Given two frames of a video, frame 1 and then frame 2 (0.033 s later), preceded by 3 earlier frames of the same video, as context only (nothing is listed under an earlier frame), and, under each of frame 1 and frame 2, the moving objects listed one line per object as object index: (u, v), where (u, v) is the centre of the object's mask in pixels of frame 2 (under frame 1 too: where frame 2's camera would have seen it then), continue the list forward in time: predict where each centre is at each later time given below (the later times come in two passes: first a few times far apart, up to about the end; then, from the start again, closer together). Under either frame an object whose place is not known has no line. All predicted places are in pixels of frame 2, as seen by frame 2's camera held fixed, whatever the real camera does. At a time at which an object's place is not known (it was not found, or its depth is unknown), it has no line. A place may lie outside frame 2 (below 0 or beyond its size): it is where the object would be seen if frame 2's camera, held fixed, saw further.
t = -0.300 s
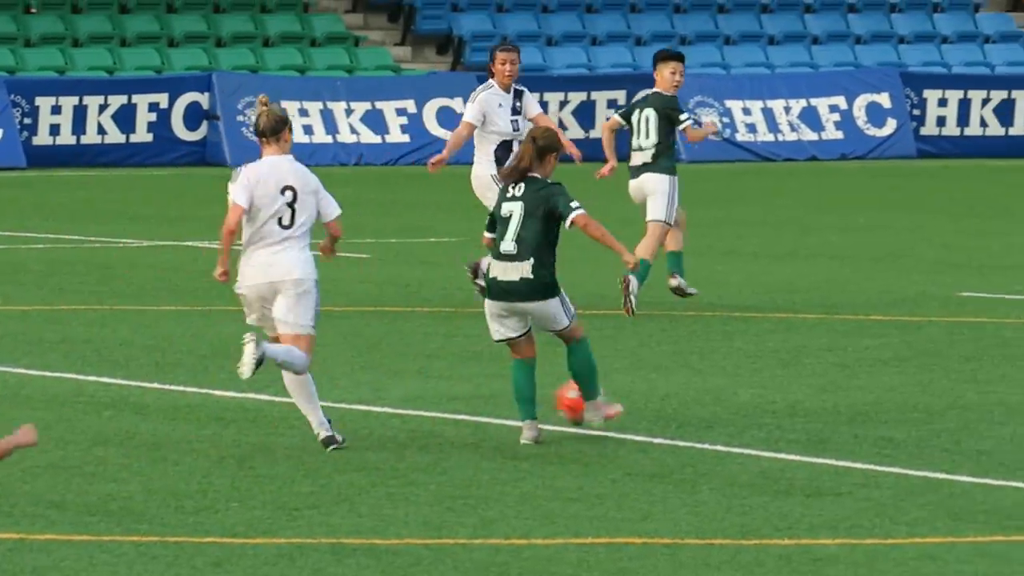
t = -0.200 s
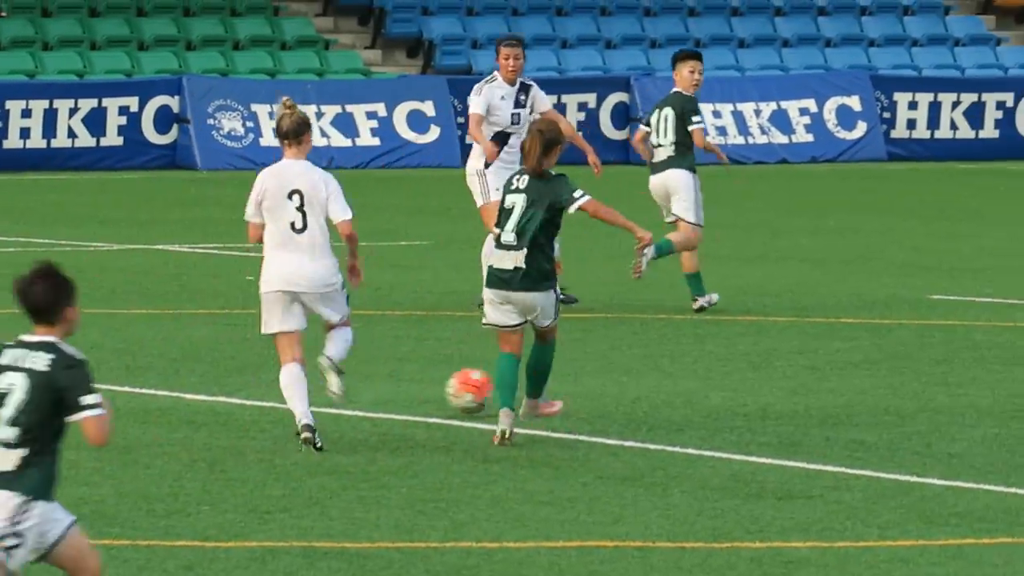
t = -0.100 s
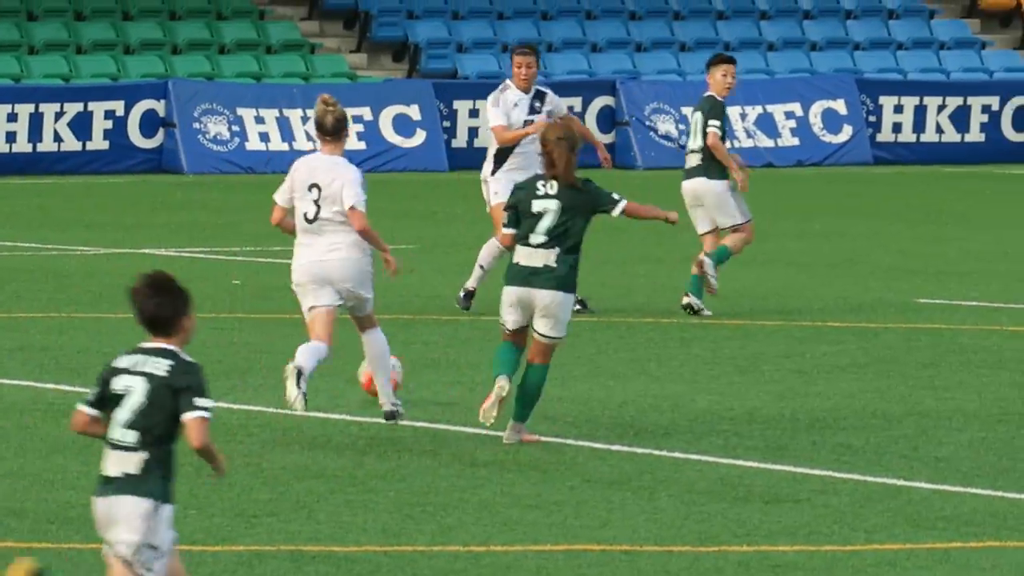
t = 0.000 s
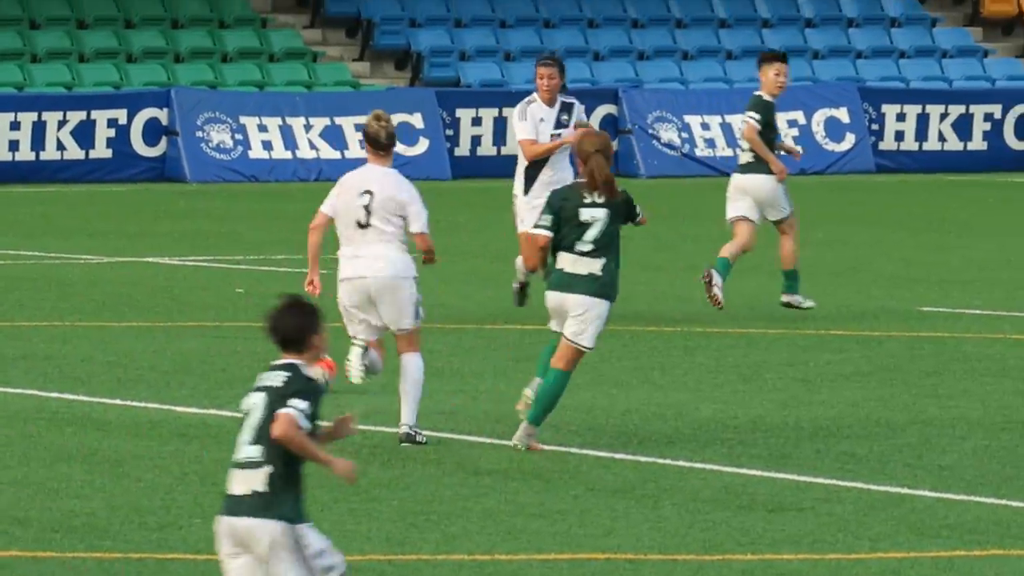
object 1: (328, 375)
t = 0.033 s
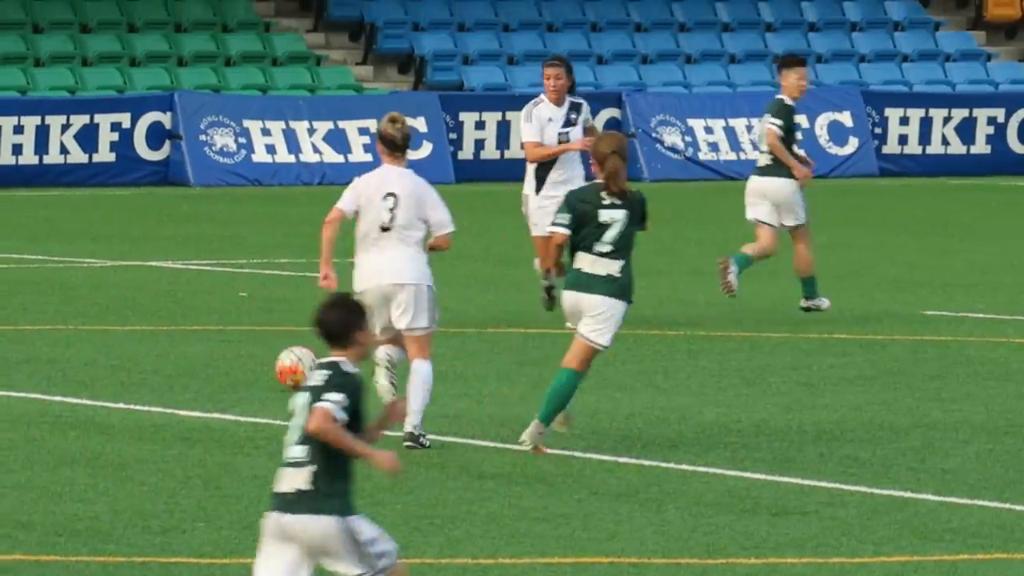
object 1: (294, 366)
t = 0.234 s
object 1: (178, 339)
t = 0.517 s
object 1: (39, 311)
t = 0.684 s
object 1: (-22, 291)
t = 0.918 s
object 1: (-101, 293)
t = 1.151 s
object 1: (-172, 270)
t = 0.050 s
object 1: (286, 363)
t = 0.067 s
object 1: (276, 360)
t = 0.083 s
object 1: (266, 358)
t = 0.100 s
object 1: (256, 356)
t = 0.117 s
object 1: (246, 354)
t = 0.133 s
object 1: (236, 353)
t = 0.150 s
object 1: (226, 353)
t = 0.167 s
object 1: (216, 352)
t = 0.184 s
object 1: (206, 349)
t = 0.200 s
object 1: (196, 345)
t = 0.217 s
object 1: (188, 342)
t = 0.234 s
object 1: (178, 339)
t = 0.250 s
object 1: (170, 336)
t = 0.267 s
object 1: (161, 334)
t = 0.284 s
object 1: (152, 332)
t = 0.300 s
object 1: (143, 332)
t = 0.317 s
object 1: (134, 331)
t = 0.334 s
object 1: (125, 332)
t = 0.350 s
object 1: (115, 333)
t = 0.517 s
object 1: (39, 311)
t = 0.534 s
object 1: (33, 312)
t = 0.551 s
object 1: (26, 312)
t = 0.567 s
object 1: (19, 314)
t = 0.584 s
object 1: (11, 315)
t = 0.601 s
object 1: (6, 311)
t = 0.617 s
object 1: (0, 305)
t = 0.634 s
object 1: (-5, 300)
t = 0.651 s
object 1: (-11, 296)
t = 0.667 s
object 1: (-17, 293)
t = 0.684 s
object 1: (-22, 291)
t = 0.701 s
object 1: (-28, 288)
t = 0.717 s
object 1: (-34, 286)
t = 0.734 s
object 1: (-39, 283)
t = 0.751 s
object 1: (-46, 283)
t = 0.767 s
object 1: (-51, 284)
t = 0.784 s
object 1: (-56, 283)
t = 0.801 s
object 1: (-62, 284)
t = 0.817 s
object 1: (-67, 284)
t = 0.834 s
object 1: (-74, 287)
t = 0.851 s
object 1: (-79, 290)
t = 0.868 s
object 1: (-84, 292)
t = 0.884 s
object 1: (-89, 295)
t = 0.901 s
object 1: (-95, 297)
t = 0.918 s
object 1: (-101, 293)
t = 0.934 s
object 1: (-105, 289)
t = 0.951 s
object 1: (-111, 284)
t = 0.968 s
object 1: (-115, 280)
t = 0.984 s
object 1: (-121, 276)
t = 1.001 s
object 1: (-127, 274)
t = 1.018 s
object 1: (-131, 272)
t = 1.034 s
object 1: (-136, 270)
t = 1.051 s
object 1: (-141, 268)
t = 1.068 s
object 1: (-146, 267)
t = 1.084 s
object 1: (-151, 267)
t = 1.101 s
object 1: (-157, 267)
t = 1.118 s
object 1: (-162, 268)
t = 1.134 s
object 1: (-167, 269)
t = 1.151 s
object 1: (-172, 270)
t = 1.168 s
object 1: (-175, 273)
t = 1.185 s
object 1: (-173, 276)
